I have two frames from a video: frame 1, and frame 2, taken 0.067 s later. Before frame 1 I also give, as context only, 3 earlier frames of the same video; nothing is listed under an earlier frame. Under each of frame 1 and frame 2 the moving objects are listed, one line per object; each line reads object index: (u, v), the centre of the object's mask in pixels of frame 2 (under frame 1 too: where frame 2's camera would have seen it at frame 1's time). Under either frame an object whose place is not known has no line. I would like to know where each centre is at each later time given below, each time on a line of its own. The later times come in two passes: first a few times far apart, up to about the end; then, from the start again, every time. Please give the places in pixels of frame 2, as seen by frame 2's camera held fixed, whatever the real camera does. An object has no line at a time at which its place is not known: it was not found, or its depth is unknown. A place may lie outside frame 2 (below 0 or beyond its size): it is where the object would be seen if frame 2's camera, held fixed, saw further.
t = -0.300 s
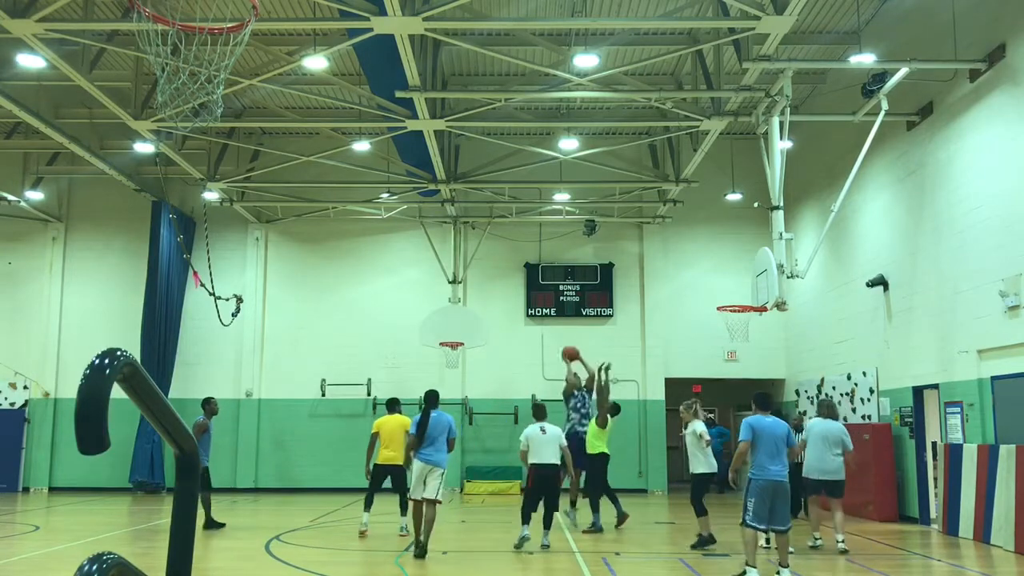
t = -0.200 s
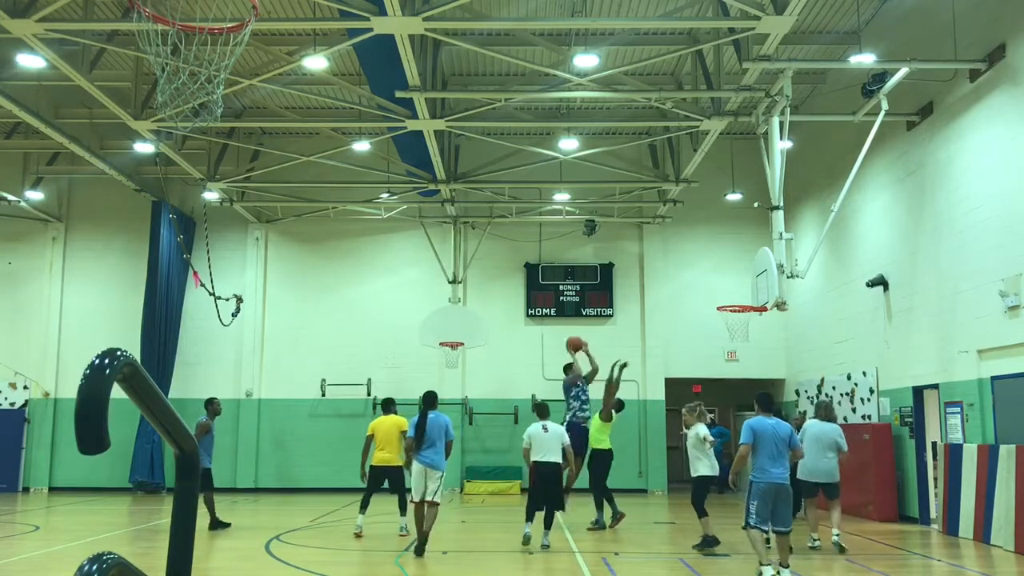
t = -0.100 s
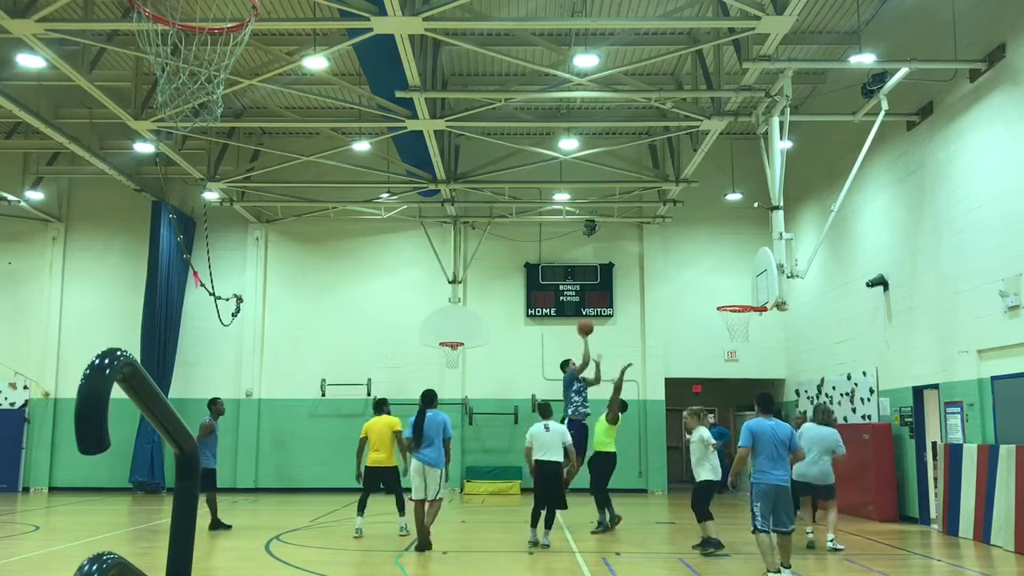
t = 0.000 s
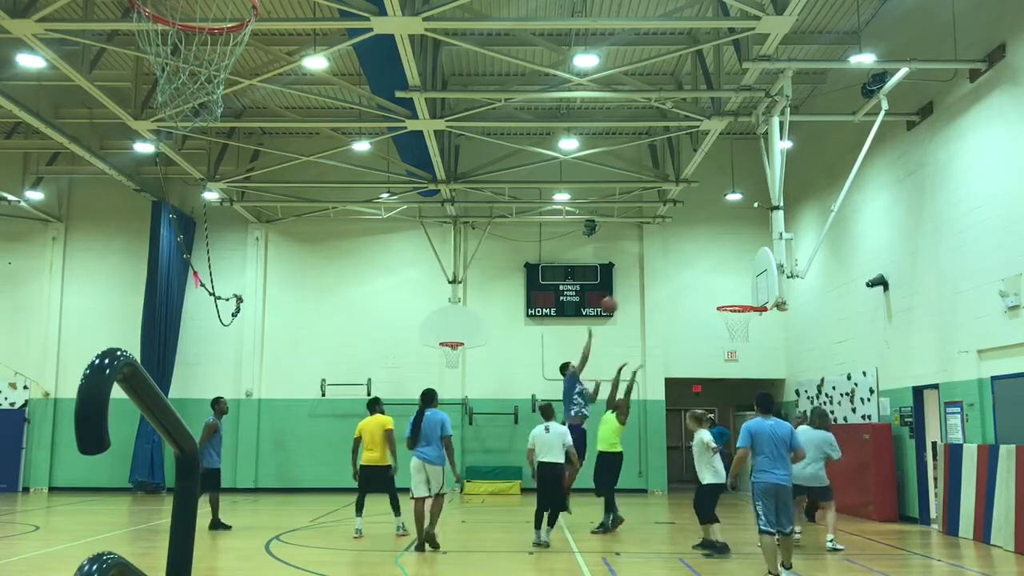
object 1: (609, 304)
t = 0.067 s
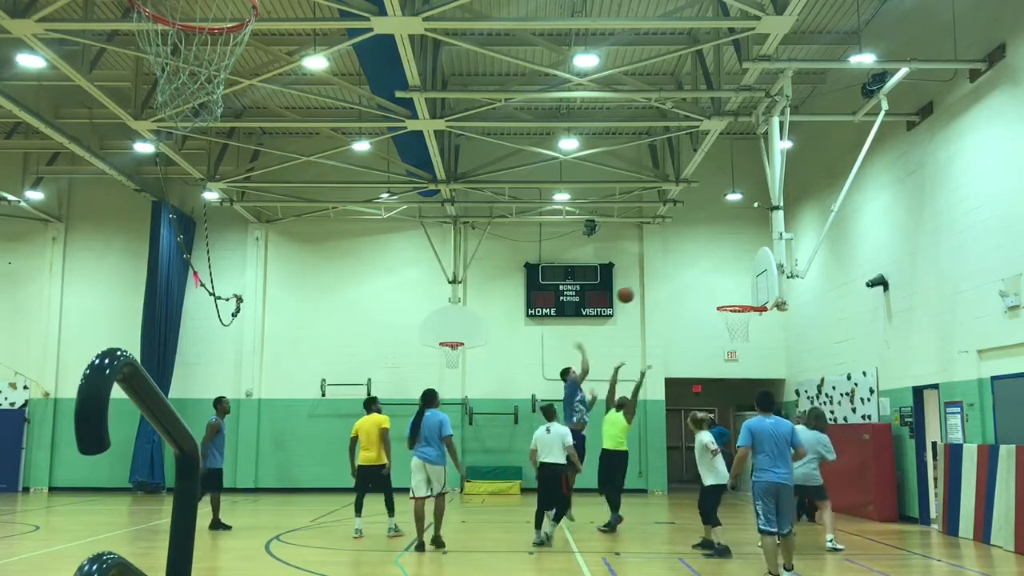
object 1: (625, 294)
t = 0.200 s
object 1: (658, 282)
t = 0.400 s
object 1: (710, 286)
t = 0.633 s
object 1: (732, 301)
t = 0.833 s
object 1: (721, 294)
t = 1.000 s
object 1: (713, 308)
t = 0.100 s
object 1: (633, 291)
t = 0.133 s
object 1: (642, 287)
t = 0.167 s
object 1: (650, 284)
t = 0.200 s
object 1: (658, 282)
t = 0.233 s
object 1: (667, 281)
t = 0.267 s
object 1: (675, 280)
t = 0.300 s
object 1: (684, 281)
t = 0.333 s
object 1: (693, 282)
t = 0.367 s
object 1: (701, 284)
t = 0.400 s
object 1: (710, 286)
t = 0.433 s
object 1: (719, 290)
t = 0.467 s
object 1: (728, 294)
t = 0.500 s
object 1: (736, 298)
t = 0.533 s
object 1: (742, 300)
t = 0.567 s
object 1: (738, 300)
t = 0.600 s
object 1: (735, 301)
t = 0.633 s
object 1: (732, 301)
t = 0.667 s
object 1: (730, 299)
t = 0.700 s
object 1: (729, 297)
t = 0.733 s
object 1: (727, 296)
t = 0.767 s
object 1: (725, 295)
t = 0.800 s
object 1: (723, 294)
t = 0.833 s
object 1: (721, 294)
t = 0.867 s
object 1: (720, 296)
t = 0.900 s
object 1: (718, 298)
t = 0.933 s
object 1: (716, 300)
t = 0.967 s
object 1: (714, 304)
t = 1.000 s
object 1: (713, 308)
